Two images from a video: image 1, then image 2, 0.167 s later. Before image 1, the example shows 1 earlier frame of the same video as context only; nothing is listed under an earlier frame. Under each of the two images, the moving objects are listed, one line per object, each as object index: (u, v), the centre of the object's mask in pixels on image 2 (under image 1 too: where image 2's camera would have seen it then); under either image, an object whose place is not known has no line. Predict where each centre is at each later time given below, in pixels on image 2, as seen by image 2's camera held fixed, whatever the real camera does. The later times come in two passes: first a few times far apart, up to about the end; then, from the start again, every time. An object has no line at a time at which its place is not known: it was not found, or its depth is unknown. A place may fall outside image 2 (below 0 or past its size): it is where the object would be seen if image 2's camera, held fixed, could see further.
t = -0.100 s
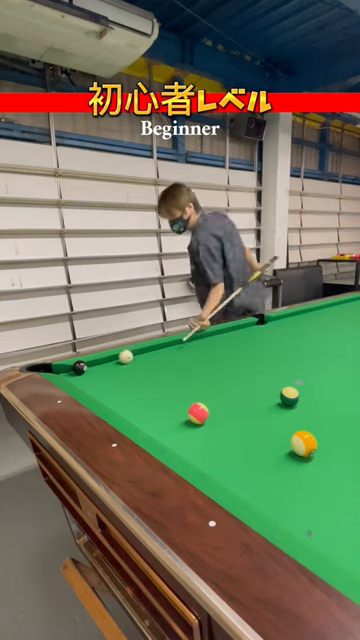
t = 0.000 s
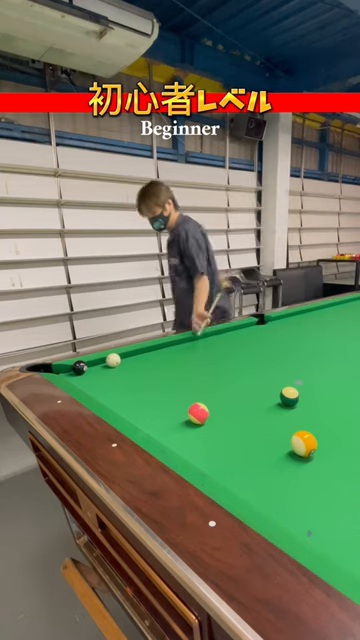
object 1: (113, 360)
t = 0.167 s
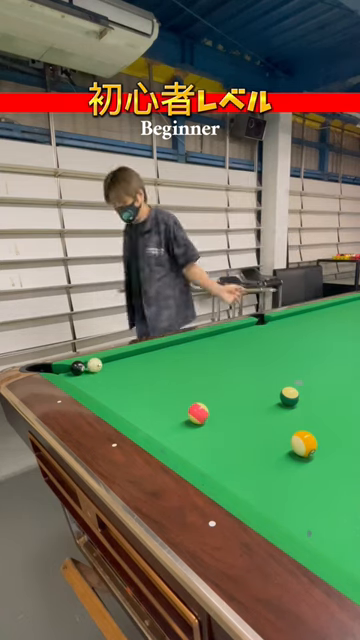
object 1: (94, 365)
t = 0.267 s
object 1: (92, 366)
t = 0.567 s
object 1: (89, 369)
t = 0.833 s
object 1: (89, 369)
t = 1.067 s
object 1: (89, 369)
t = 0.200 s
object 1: (93, 365)
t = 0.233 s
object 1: (93, 366)
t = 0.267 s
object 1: (92, 366)
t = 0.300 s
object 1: (92, 366)
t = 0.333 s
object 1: (91, 367)
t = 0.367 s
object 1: (91, 367)
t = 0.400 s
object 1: (91, 368)
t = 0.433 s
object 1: (90, 368)
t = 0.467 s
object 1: (90, 368)
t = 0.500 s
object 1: (90, 368)
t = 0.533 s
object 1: (89, 369)
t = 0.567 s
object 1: (89, 369)
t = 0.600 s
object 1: (89, 369)
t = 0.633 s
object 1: (89, 369)
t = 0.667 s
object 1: (89, 369)
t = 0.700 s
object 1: (89, 369)
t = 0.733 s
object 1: (89, 369)
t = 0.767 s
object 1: (89, 369)
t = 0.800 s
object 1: (89, 369)
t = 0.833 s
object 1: (89, 369)
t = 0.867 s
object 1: (89, 369)
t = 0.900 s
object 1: (89, 369)
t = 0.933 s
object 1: (89, 370)
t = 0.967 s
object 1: (89, 369)
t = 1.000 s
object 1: (89, 369)
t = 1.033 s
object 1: (89, 369)
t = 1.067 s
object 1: (89, 369)
